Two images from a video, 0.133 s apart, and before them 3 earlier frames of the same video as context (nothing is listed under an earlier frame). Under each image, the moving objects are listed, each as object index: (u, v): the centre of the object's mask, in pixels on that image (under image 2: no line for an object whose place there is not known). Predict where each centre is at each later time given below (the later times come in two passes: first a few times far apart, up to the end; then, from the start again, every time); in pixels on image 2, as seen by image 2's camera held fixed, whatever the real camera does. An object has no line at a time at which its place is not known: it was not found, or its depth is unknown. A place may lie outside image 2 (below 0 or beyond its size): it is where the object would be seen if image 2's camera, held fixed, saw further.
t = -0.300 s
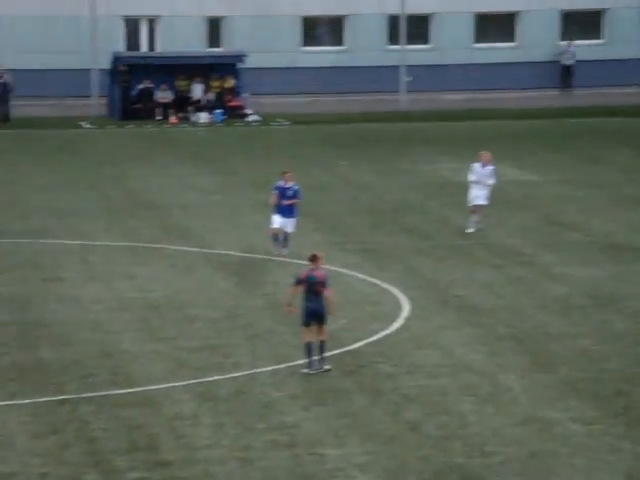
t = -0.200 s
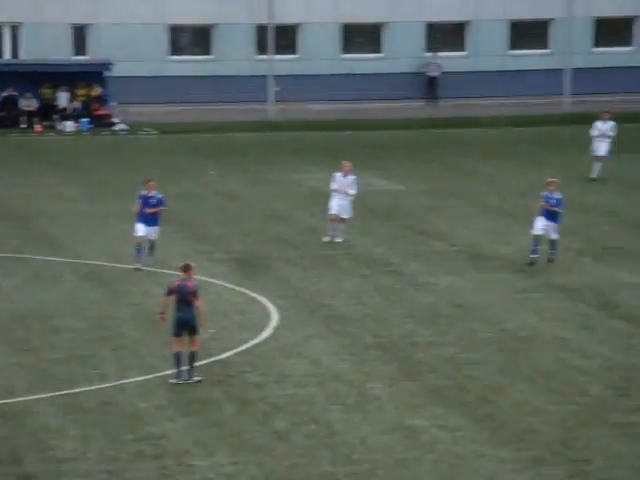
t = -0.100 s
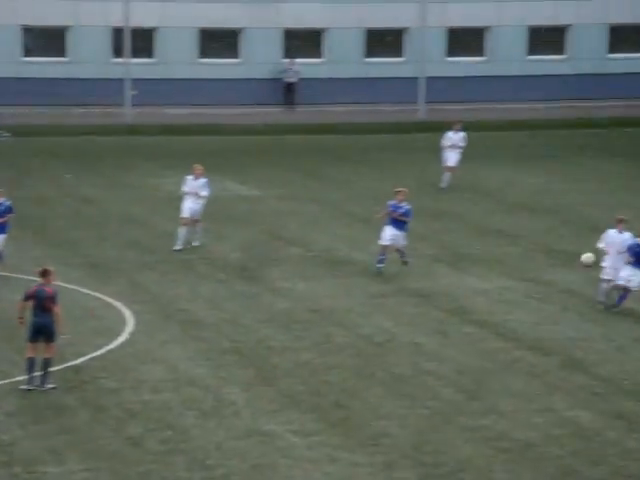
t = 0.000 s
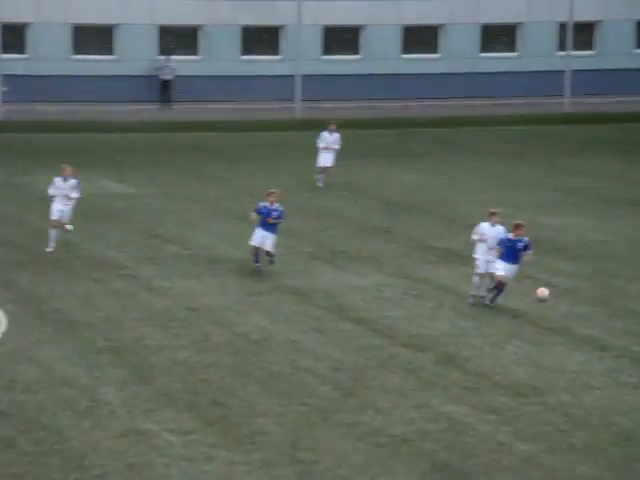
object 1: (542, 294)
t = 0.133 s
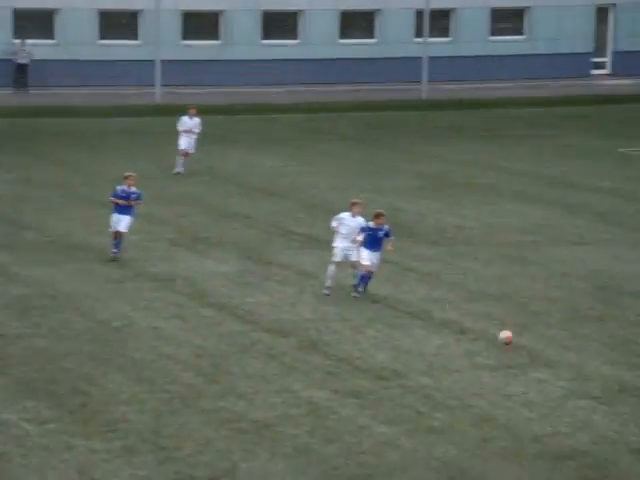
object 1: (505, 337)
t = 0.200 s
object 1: (549, 351)
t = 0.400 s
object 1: (637, 301)
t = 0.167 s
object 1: (531, 354)
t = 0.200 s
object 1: (549, 351)
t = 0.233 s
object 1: (563, 341)
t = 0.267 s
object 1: (578, 332)
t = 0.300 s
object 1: (593, 323)
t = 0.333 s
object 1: (608, 315)
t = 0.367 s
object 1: (622, 308)
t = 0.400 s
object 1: (637, 301)
